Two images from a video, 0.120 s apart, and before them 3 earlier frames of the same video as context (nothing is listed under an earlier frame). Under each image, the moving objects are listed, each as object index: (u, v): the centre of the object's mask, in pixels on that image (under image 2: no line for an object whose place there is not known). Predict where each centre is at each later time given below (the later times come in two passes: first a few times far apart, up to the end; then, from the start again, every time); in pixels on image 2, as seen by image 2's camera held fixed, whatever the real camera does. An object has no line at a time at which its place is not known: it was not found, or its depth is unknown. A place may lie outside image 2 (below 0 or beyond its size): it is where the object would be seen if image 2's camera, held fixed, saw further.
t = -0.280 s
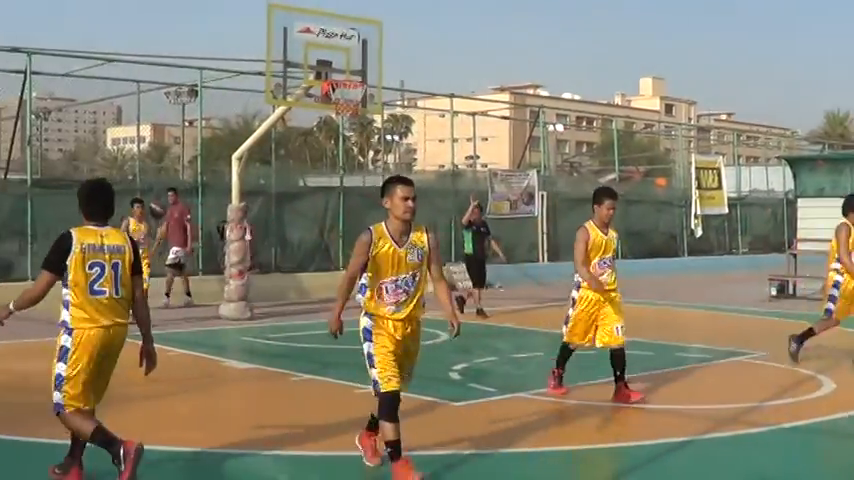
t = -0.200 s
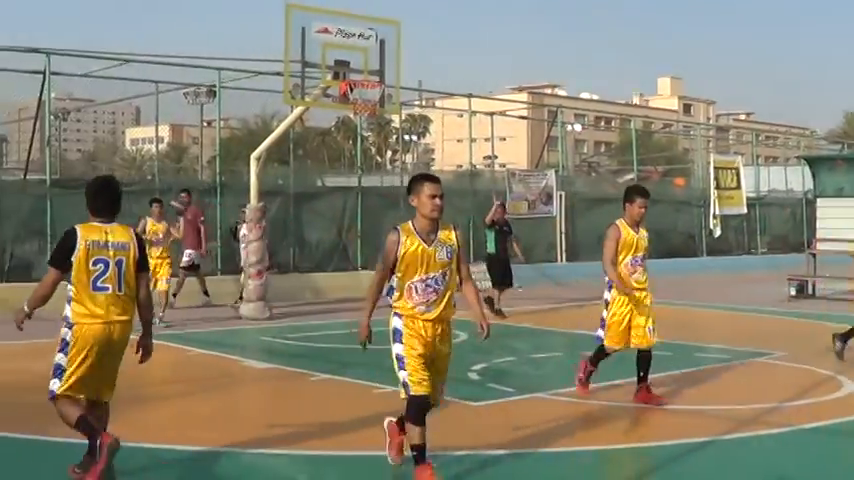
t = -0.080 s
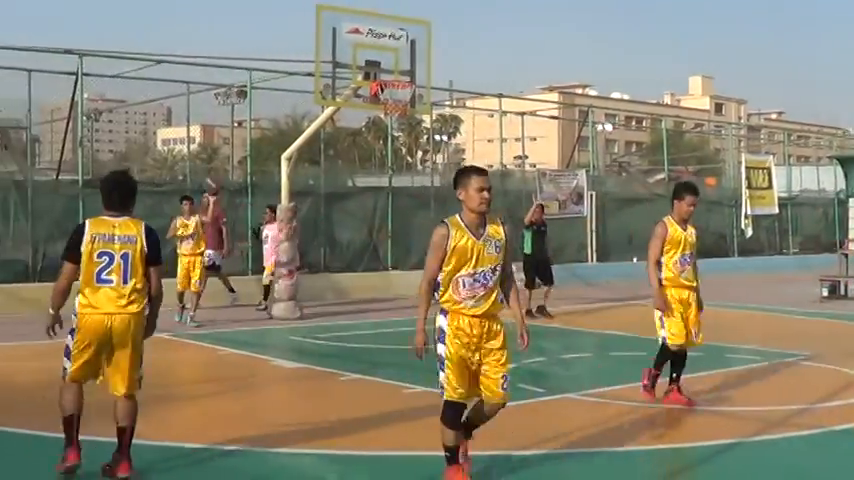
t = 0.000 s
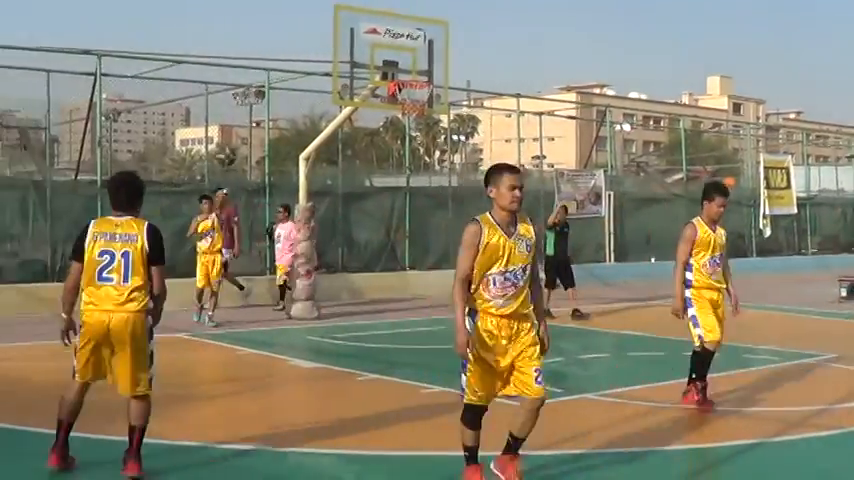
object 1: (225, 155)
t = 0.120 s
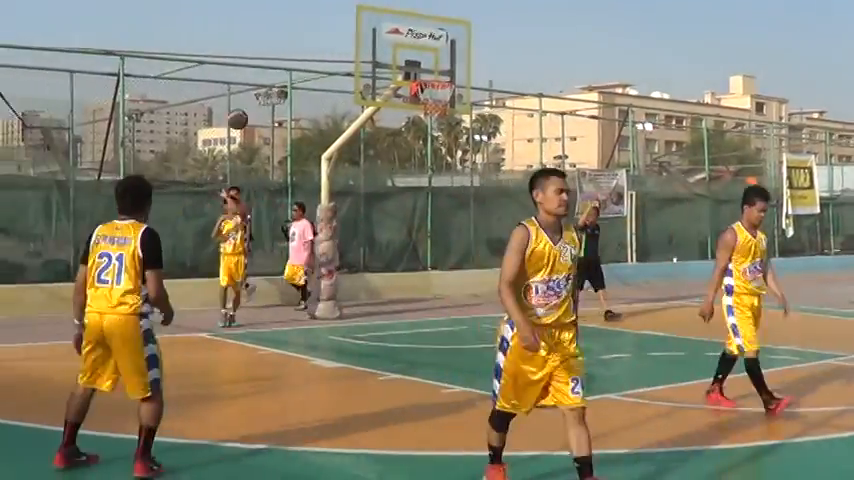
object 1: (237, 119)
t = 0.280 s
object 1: (220, 81)
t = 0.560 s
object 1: (177, 61)
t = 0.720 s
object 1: (141, 92)
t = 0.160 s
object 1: (233, 108)
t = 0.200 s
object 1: (229, 98)
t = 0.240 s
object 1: (224, 89)
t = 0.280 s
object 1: (220, 81)
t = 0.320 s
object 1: (214, 73)
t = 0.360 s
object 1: (209, 68)
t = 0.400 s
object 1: (204, 63)
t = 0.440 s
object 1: (197, 60)
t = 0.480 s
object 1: (191, 59)
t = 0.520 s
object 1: (184, 59)
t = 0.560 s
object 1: (177, 61)
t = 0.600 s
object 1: (168, 65)
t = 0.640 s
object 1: (160, 71)
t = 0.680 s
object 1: (151, 80)
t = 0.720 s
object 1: (141, 92)
